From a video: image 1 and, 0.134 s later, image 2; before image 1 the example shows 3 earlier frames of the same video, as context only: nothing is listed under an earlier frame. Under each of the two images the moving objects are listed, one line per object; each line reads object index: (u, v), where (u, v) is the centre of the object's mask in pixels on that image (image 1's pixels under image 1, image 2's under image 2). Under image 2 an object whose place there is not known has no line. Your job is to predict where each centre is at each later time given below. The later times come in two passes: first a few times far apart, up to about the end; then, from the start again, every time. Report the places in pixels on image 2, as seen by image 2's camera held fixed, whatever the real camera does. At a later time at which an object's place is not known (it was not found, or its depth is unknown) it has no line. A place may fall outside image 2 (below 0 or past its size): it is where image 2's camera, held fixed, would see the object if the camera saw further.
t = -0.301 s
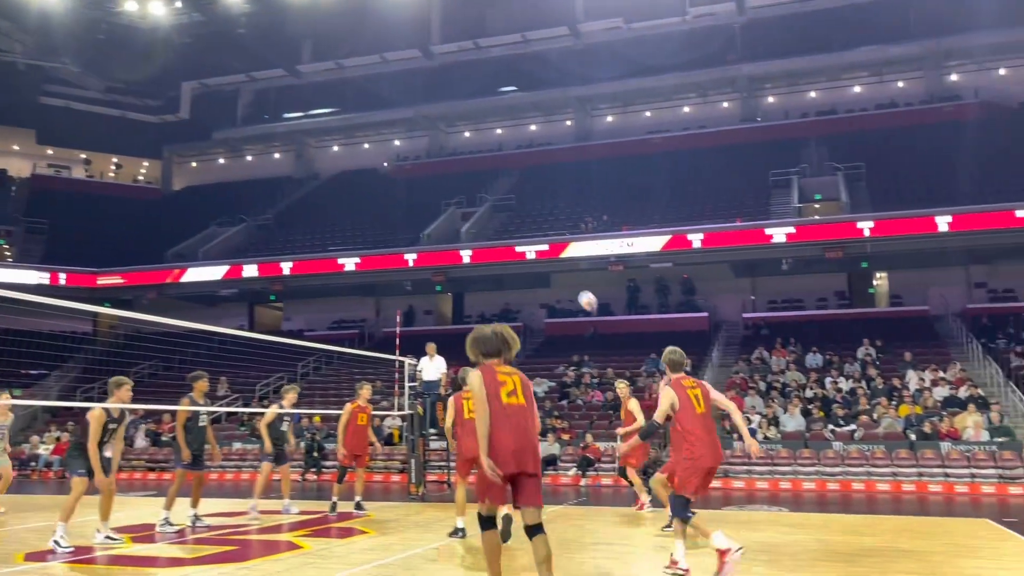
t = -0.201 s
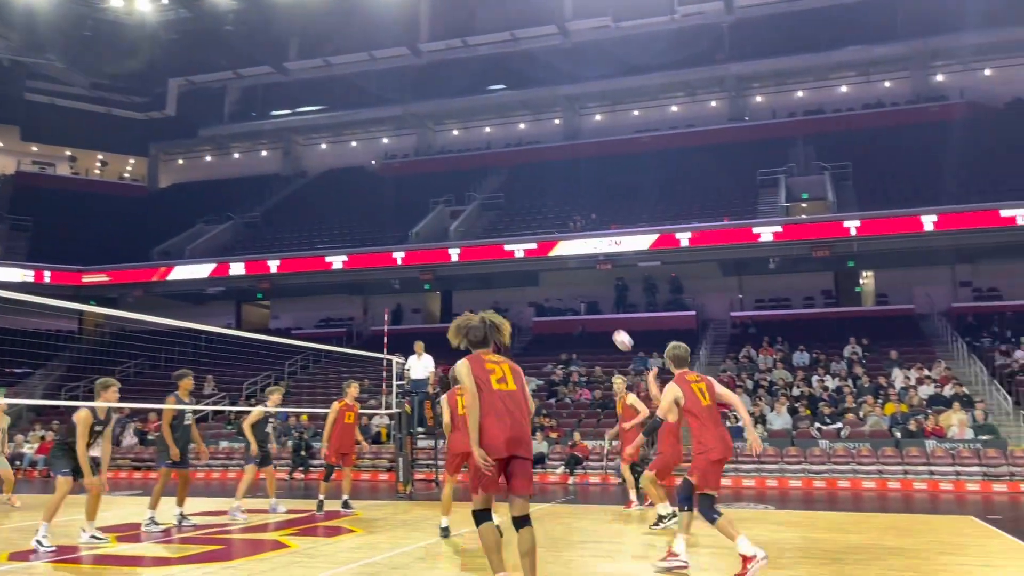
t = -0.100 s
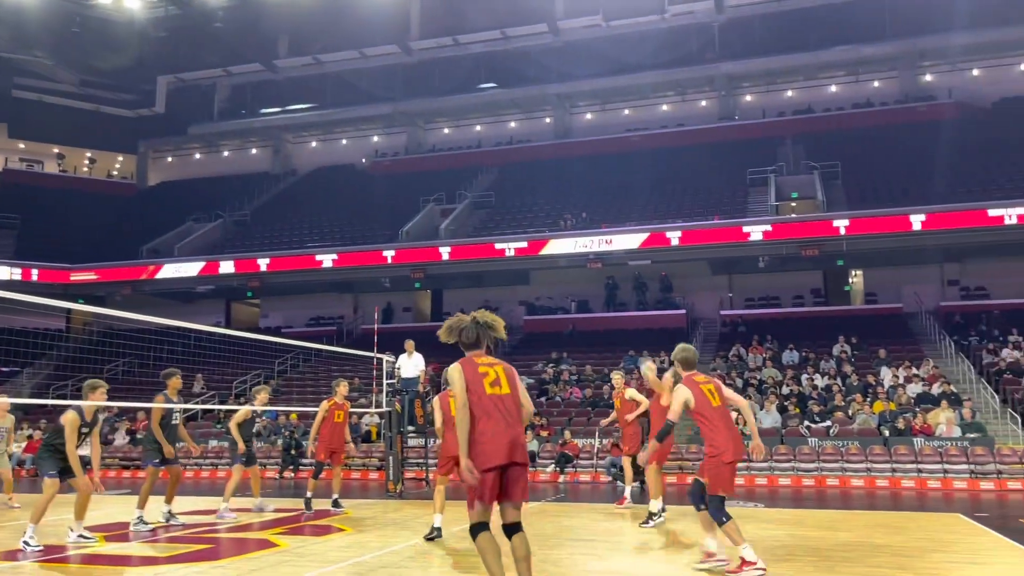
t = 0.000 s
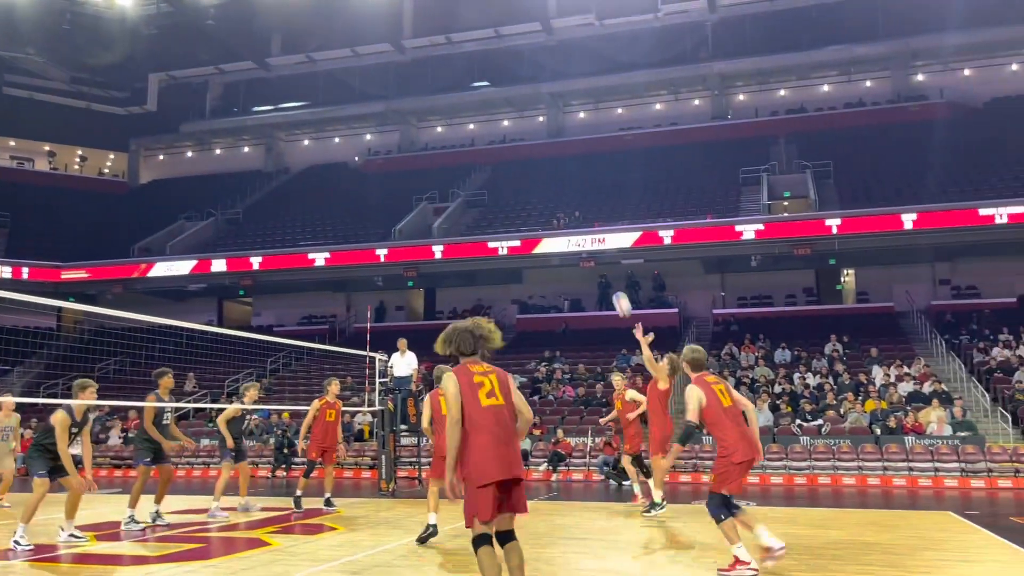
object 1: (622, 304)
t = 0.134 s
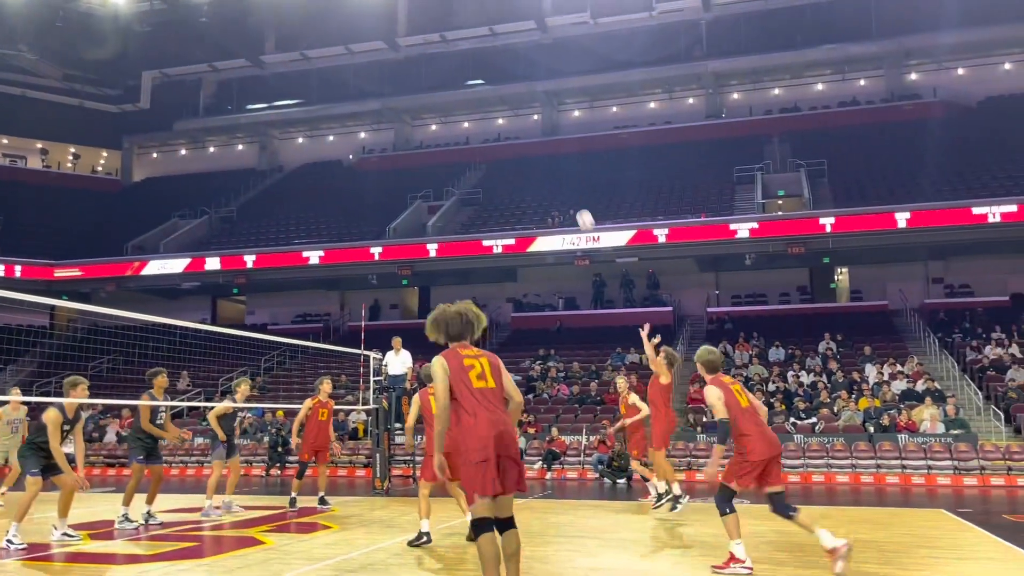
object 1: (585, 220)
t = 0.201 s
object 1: (571, 187)
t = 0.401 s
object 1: (532, 106)
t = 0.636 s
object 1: (490, 50)
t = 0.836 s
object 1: (457, 35)
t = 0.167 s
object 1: (578, 203)
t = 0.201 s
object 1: (571, 187)
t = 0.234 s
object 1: (564, 171)
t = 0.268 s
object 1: (558, 156)
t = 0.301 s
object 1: (551, 142)
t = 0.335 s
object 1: (545, 129)
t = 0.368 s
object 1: (539, 117)
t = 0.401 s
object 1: (532, 106)
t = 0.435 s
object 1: (526, 95)
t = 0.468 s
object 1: (520, 86)
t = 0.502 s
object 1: (514, 77)
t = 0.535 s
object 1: (508, 69)
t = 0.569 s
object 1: (502, 62)
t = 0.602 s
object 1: (496, 56)
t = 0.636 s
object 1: (490, 50)
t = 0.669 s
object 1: (485, 46)
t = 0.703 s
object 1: (480, 42)
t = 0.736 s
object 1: (474, 39)
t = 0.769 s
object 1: (469, 37)
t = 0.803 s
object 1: (462, 35)
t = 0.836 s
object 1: (457, 35)
